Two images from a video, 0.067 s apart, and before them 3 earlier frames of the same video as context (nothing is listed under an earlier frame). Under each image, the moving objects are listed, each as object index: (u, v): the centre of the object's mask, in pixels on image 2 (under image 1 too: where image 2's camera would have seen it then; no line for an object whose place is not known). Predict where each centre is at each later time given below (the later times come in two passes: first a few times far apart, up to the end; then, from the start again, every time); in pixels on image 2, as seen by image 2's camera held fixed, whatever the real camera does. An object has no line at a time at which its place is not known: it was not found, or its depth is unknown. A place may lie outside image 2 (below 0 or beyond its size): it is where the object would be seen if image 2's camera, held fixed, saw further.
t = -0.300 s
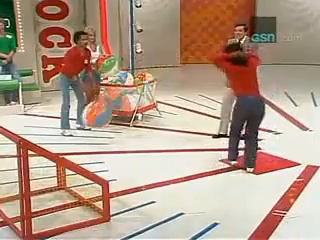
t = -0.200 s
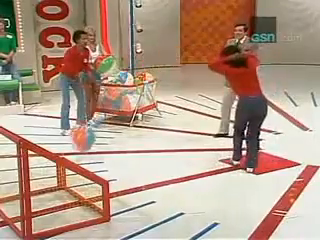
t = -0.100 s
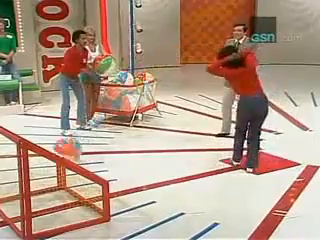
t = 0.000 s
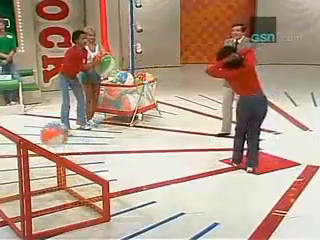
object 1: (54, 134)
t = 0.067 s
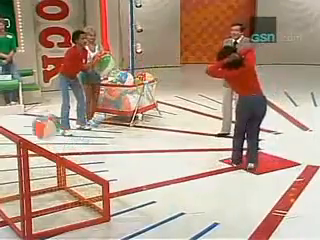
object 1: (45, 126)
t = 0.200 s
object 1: (30, 117)
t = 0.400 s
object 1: (11, 117)
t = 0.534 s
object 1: (4, 131)
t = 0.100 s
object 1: (42, 123)
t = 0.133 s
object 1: (37, 120)
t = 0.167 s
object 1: (34, 118)
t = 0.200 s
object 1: (30, 117)
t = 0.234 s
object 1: (27, 116)
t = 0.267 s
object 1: (23, 116)
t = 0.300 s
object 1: (19, 116)
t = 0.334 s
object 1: (16, 116)
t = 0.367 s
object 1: (13, 116)
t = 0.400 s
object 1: (11, 117)
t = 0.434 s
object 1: (10, 118)
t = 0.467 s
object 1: (8, 121)
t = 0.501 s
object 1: (5, 127)
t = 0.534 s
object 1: (4, 131)
